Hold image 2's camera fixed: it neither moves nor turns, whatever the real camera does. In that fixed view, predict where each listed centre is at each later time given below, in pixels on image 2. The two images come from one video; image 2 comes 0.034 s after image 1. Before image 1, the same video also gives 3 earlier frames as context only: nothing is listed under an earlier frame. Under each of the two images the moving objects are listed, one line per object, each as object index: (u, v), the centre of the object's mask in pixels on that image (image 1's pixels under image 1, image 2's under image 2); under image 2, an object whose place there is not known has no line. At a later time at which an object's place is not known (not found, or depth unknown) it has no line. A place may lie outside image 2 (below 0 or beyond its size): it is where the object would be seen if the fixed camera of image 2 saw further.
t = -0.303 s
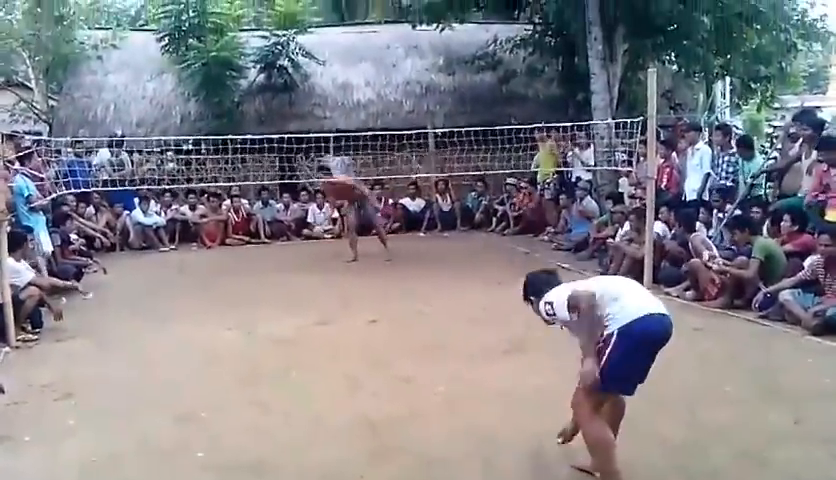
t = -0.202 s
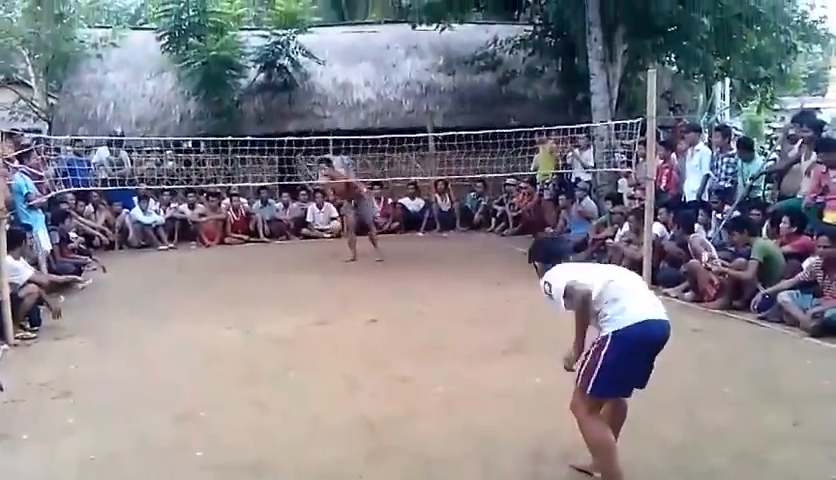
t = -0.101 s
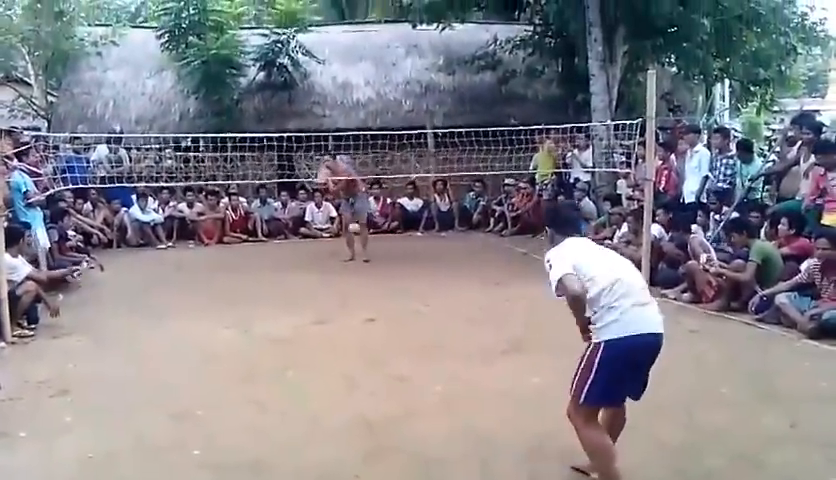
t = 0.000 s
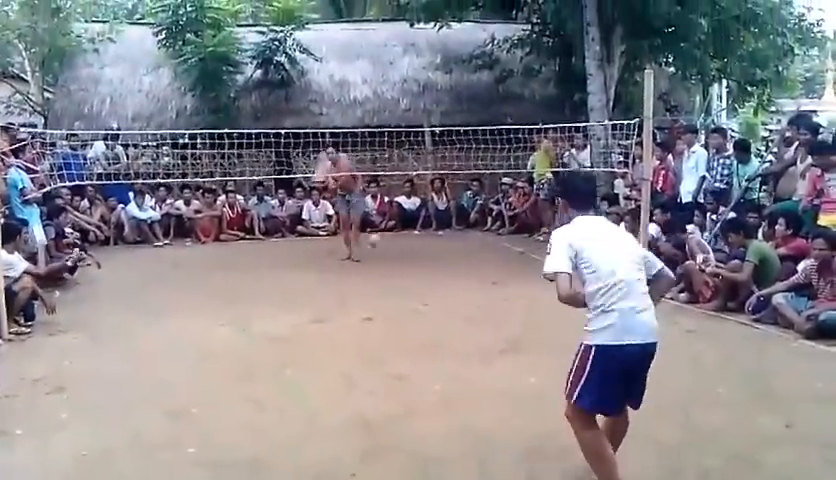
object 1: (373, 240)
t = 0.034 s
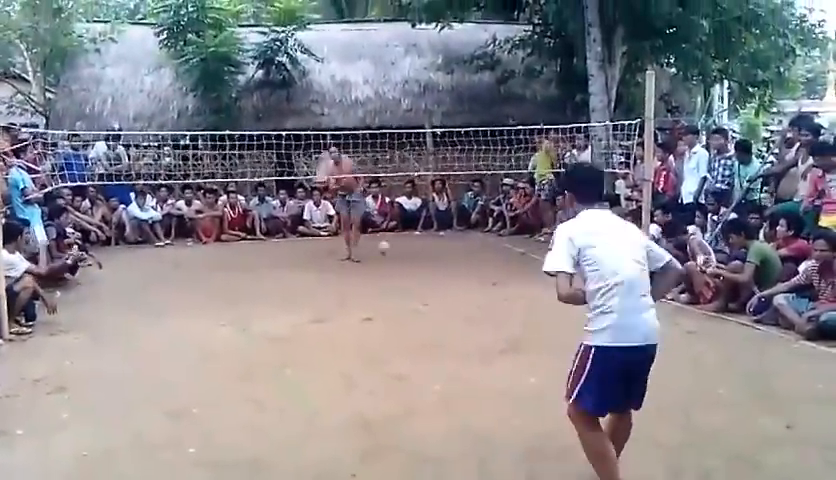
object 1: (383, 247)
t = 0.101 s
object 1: (402, 267)
